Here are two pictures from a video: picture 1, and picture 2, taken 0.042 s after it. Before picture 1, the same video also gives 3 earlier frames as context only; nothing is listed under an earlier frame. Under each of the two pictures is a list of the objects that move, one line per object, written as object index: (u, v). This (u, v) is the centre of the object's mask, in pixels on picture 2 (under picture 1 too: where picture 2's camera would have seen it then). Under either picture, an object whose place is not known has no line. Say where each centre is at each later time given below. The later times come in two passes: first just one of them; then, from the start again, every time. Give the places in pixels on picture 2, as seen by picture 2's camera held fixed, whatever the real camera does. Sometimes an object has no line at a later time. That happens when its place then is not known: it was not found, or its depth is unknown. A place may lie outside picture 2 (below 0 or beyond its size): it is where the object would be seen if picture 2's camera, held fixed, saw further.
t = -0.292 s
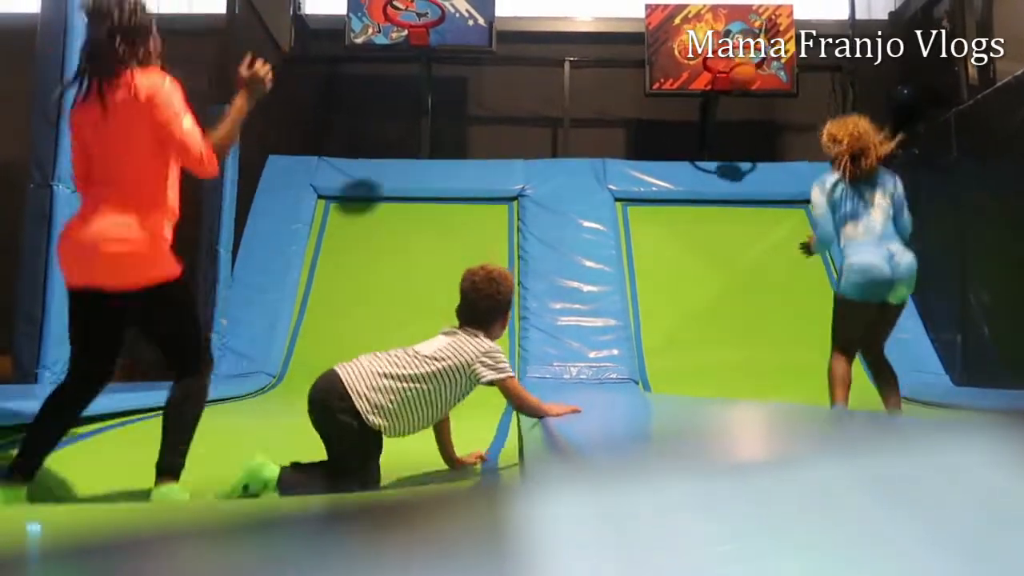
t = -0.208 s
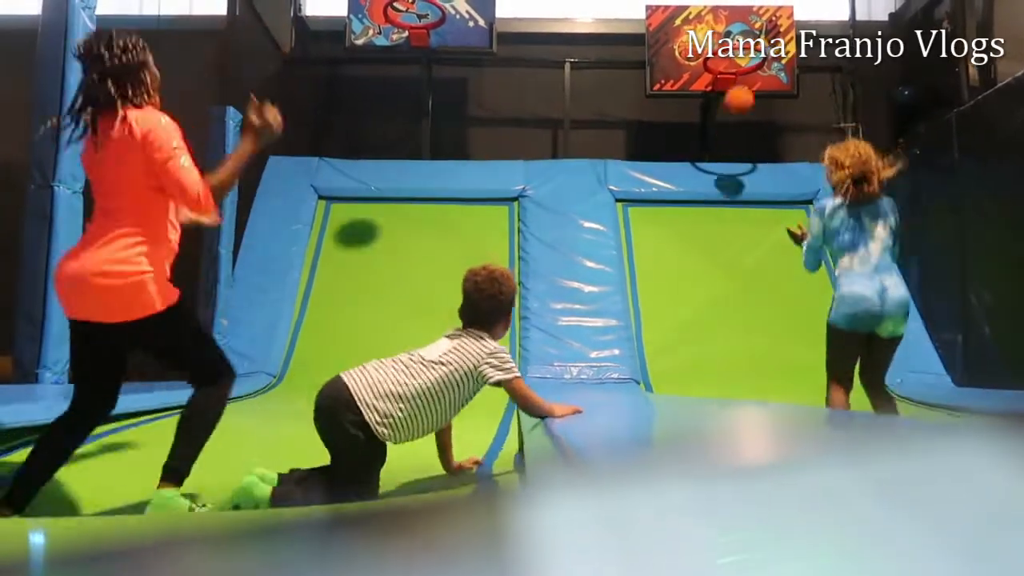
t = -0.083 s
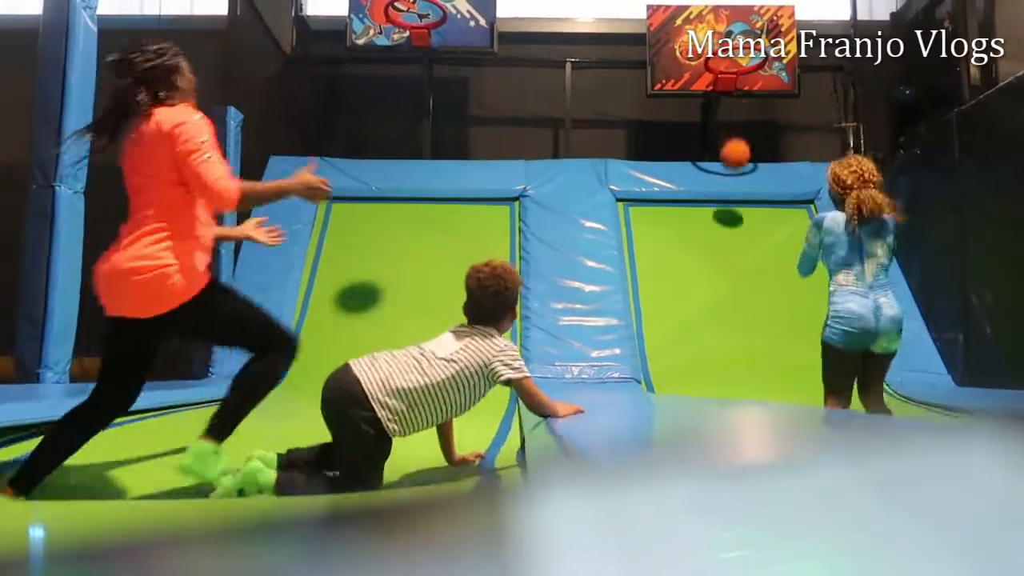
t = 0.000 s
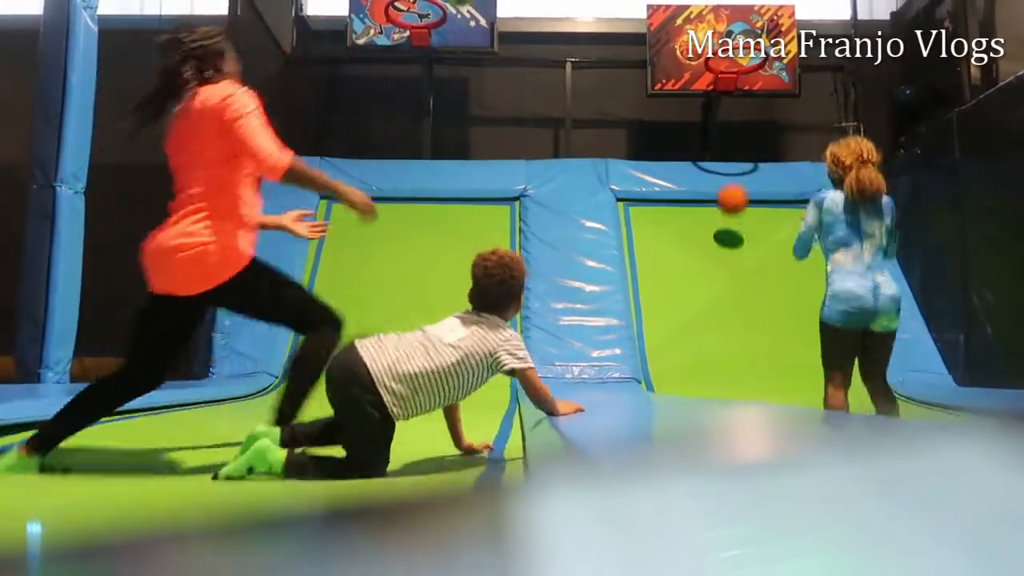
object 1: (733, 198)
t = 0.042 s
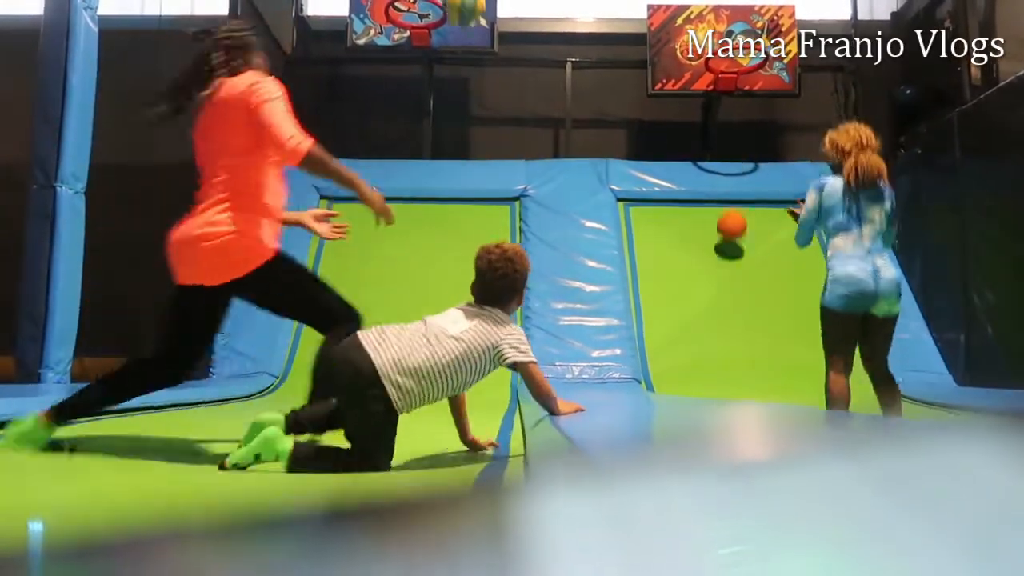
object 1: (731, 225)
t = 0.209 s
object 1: (736, 279)
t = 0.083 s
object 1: (730, 255)
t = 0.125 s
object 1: (731, 264)
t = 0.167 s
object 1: (733, 270)
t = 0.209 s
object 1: (736, 279)
